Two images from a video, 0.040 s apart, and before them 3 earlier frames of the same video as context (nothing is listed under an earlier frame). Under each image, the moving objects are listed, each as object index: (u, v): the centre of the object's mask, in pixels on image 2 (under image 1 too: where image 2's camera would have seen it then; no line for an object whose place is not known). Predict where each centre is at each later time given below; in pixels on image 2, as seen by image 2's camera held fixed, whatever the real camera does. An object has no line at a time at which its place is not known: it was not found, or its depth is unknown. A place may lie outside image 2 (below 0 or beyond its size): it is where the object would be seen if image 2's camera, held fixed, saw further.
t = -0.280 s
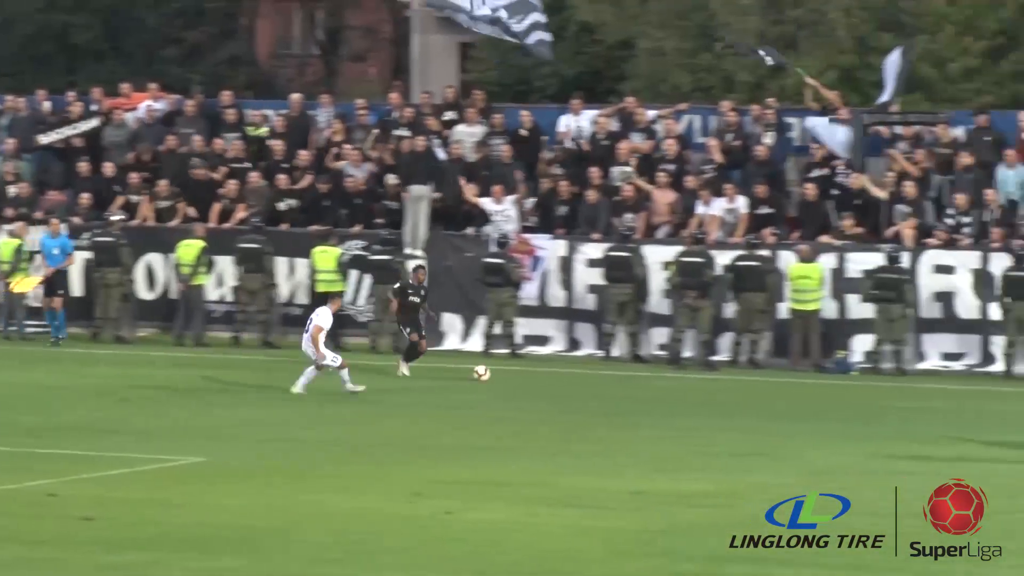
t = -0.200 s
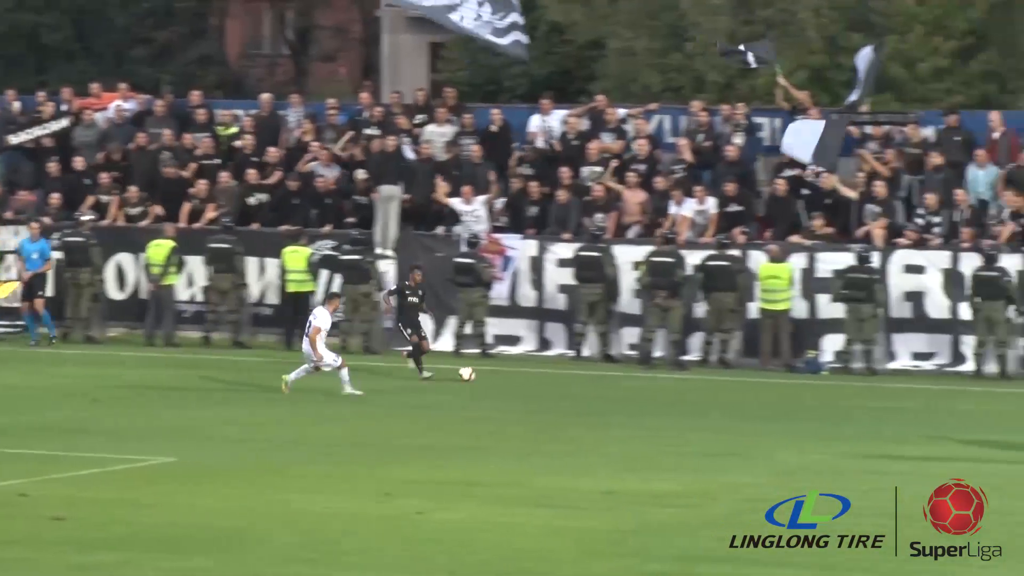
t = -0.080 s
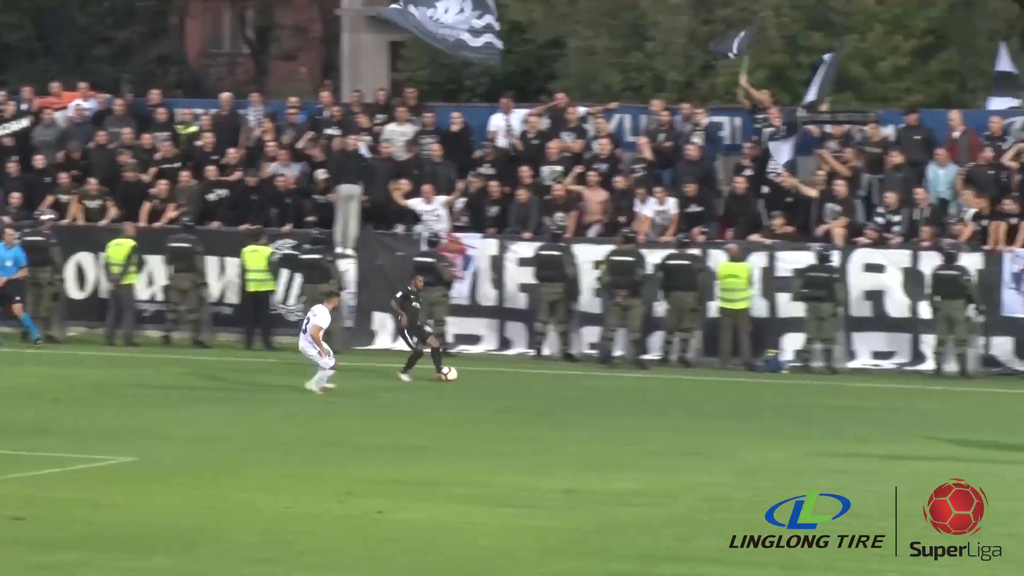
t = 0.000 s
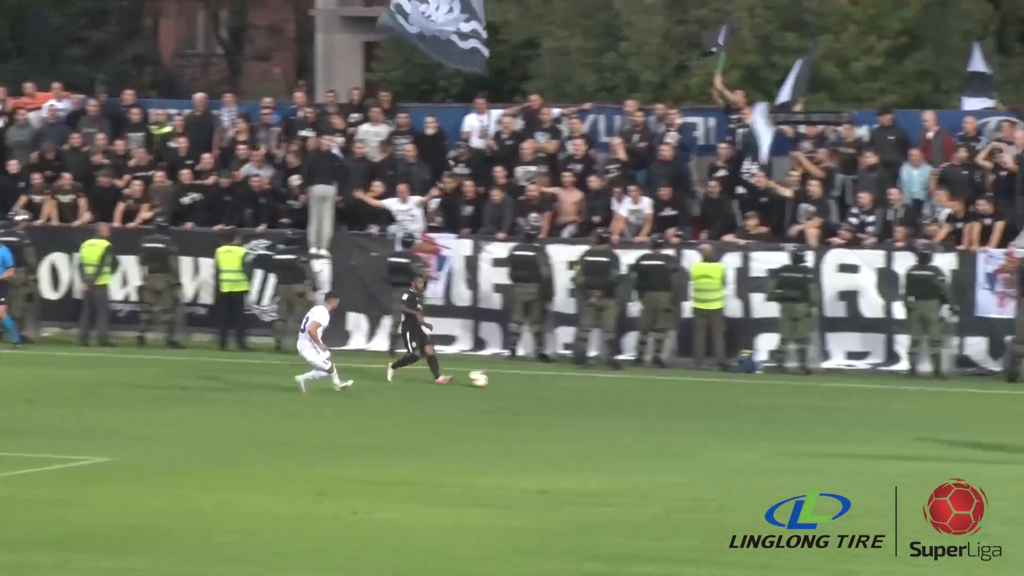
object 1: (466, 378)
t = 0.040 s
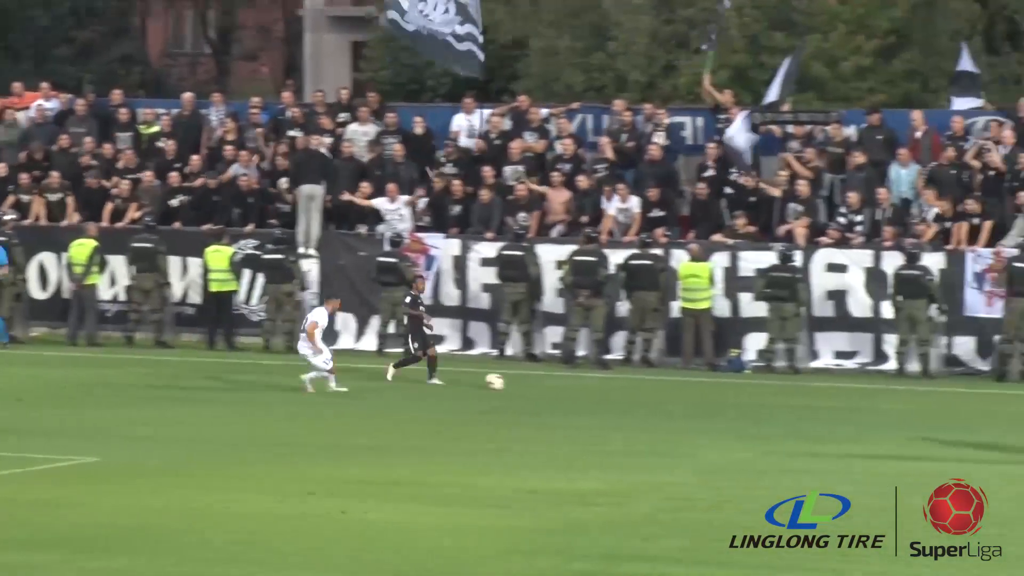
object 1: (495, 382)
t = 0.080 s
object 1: (523, 384)
